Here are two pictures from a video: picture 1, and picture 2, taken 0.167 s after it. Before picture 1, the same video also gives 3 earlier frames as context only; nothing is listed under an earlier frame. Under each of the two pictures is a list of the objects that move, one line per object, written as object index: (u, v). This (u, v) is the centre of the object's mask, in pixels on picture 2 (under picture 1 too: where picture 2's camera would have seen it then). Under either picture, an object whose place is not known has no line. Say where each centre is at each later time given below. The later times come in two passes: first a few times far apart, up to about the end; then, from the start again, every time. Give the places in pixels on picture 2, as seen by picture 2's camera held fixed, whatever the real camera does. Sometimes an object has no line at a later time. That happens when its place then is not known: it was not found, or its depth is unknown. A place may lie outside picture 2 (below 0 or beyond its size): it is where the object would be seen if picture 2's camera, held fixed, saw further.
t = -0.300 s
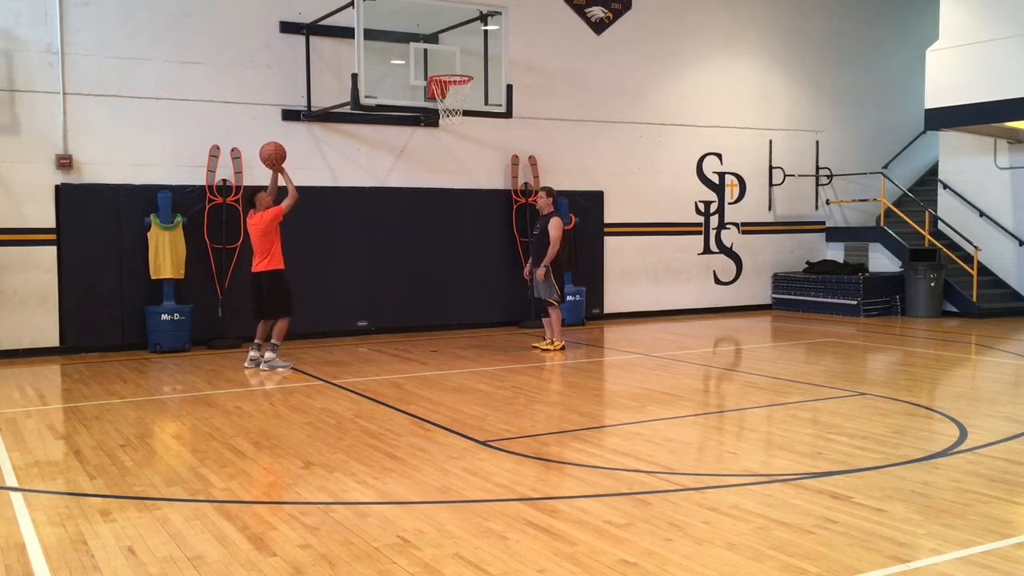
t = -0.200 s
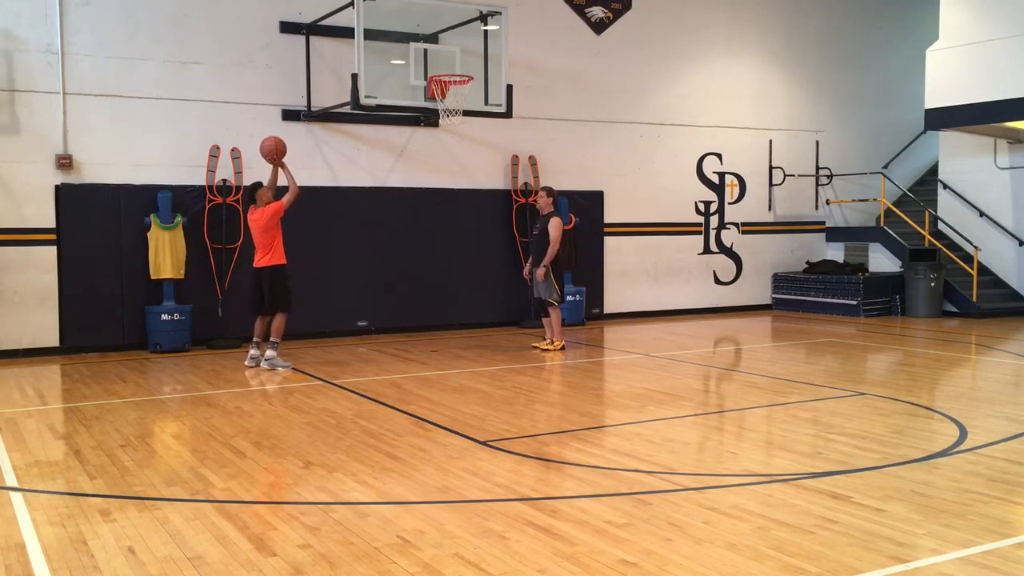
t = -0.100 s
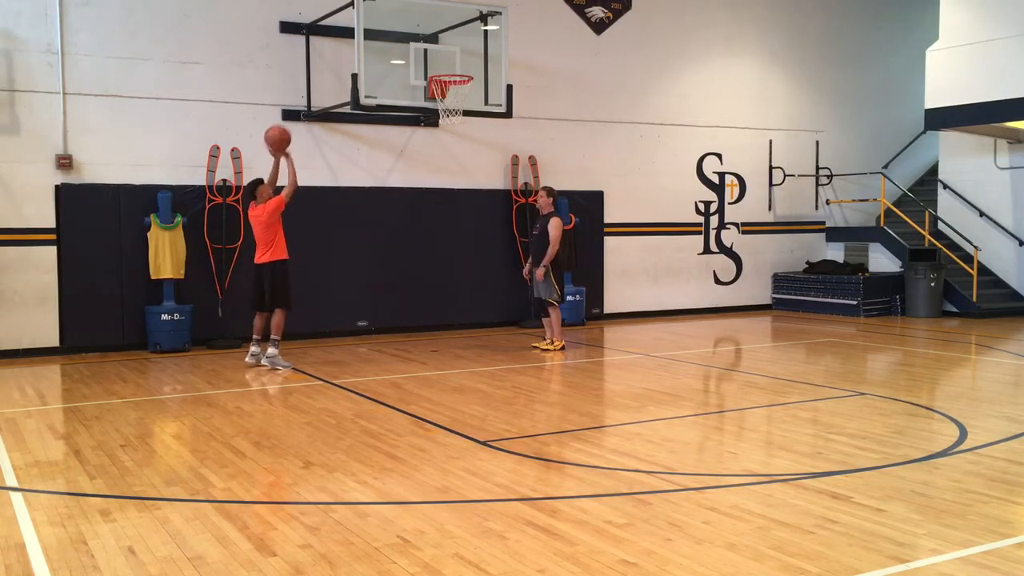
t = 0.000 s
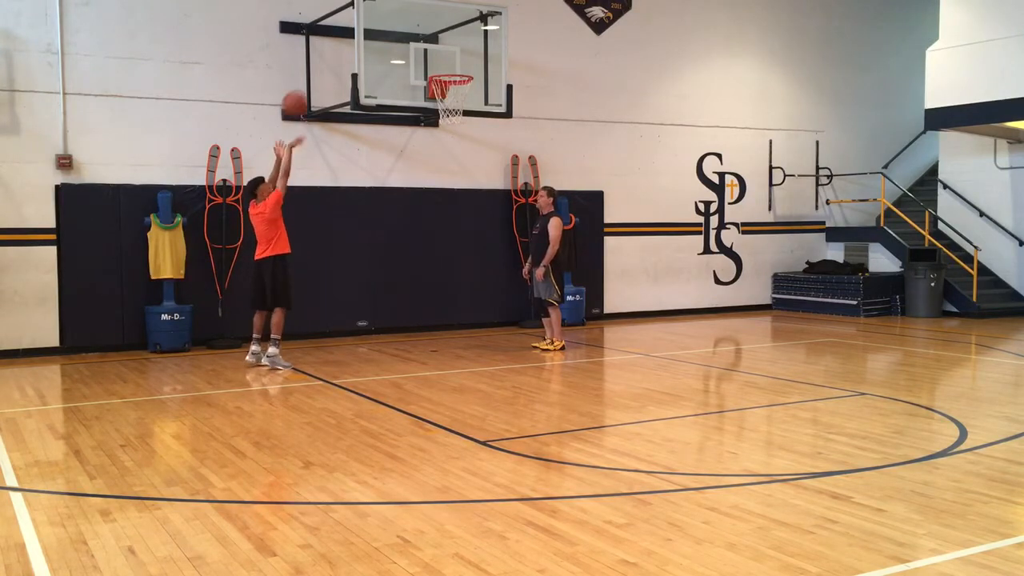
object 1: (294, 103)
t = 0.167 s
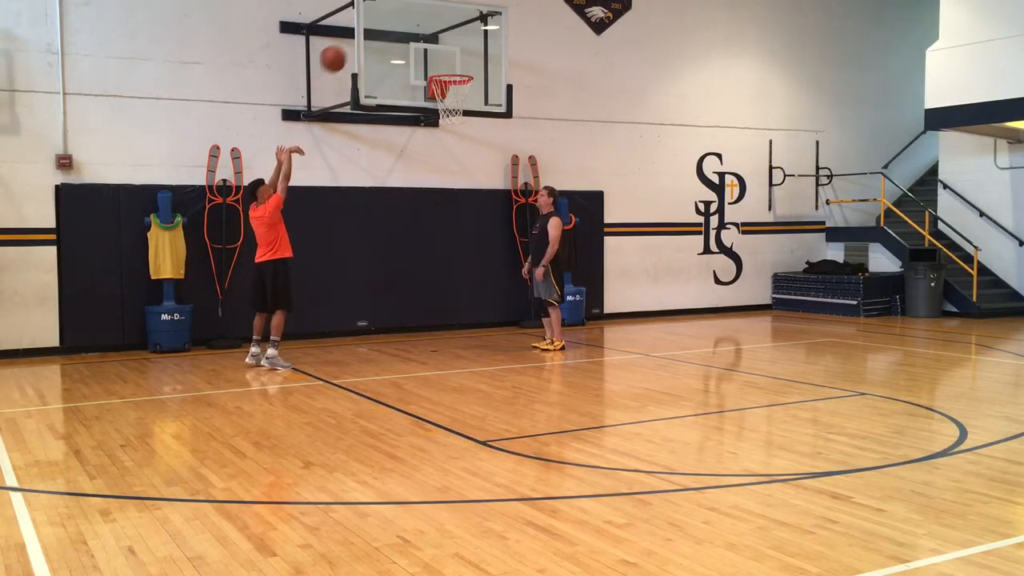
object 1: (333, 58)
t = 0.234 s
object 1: (347, 48)
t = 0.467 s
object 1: (398, 44)
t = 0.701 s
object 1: (432, 56)
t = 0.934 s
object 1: (443, 57)
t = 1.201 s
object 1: (458, 65)
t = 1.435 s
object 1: (476, 84)
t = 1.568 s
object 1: (484, 106)
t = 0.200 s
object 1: (340, 52)
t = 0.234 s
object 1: (347, 48)
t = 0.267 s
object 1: (355, 44)
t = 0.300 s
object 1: (362, 42)
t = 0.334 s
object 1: (370, 40)
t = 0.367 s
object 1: (376, 40)
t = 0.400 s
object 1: (384, 40)
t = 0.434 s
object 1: (391, 42)
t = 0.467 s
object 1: (398, 44)
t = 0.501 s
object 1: (405, 47)
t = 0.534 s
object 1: (411, 52)
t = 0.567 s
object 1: (419, 58)
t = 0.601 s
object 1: (426, 64)
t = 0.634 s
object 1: (429, 64)
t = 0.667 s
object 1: (431, 59)
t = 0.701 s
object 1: (432, 56)
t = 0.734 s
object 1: (434, 53)
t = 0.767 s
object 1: (436, 51)
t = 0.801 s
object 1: (437, 50)
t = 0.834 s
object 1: (438, 50)
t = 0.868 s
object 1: (440, 52)
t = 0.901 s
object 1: (442, 54)
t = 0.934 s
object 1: (443, 57)
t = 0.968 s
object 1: (445, 61)
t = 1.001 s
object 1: (446, 65)
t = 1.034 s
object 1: (448, 66)
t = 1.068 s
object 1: (450, 64)
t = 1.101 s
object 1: (452, 63)
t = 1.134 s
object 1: (454, 63)
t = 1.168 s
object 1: (456, 64)
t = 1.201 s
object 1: (458, 65)
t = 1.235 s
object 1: (460, 68)
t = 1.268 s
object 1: (462, 69)
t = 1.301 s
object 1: (464, 71)
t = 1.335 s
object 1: (467, 74)
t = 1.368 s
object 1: (470, 76)
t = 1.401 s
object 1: (473, 80)
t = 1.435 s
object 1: (476, 84)
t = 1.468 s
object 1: (477, 88)
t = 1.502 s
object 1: (479, 93)
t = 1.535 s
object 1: (481, 99)
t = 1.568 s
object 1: (484, 106)
